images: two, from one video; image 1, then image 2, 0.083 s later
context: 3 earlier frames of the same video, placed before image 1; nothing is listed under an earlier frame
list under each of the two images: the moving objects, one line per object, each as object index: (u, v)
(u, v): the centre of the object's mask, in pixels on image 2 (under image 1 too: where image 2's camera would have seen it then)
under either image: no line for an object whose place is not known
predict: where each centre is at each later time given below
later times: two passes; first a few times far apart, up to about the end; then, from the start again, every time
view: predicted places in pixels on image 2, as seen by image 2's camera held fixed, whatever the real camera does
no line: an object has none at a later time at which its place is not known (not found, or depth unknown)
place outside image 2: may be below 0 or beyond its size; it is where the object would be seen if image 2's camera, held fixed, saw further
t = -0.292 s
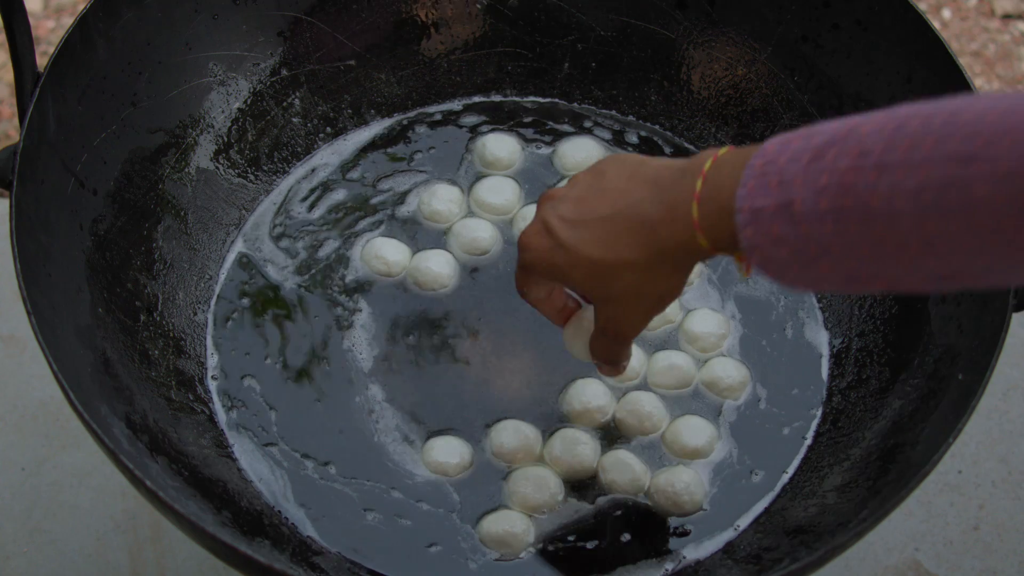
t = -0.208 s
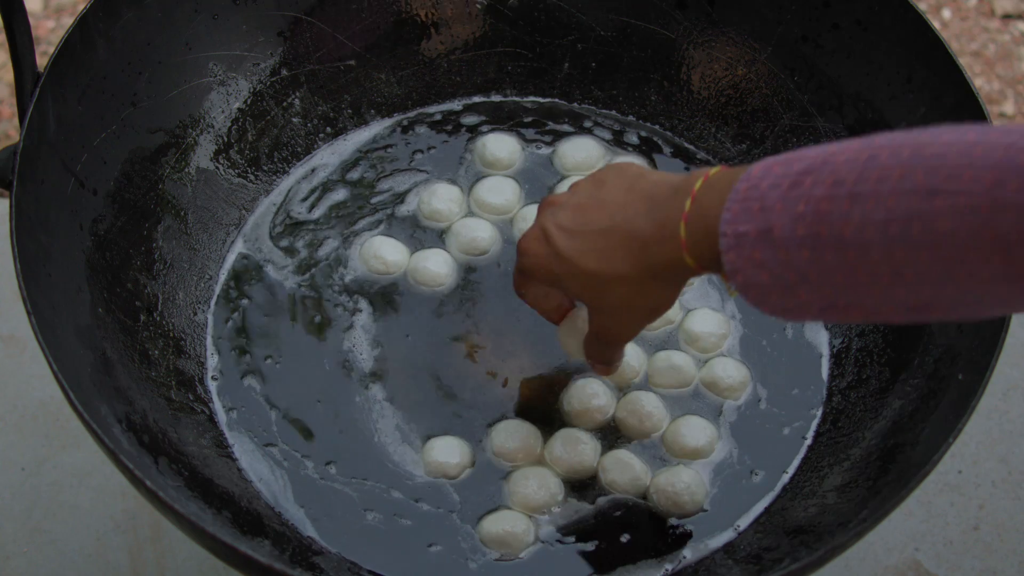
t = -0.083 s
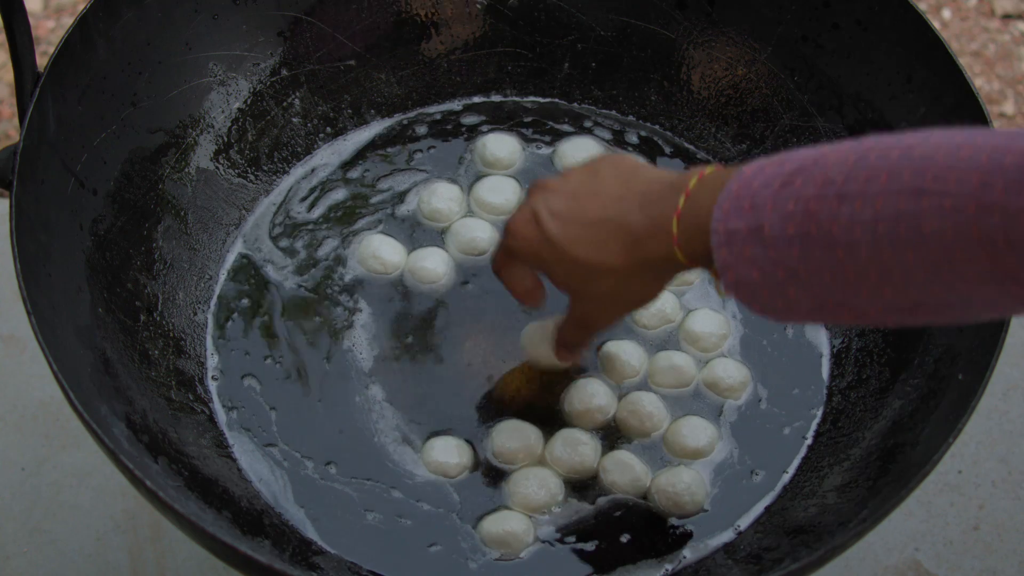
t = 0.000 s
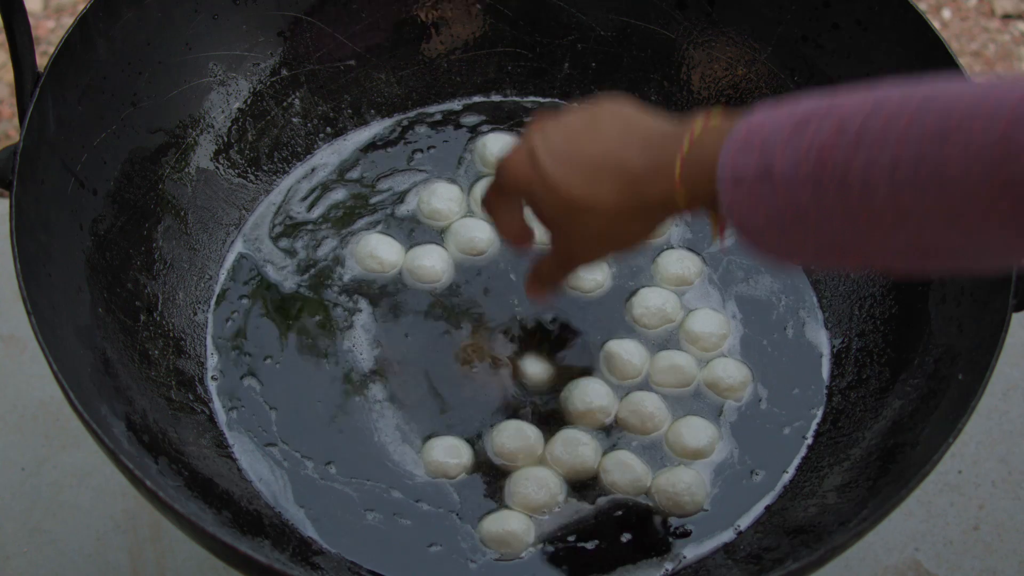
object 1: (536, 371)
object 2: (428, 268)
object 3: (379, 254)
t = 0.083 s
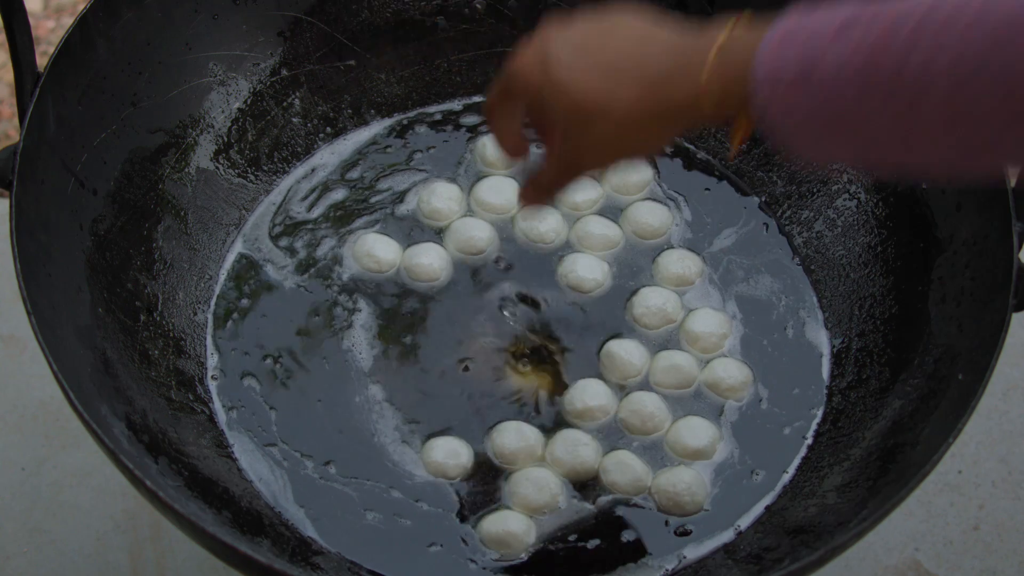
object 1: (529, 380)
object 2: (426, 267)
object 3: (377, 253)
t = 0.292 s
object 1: (501, 352)
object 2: (423, 264)
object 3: (374, 253)
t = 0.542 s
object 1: (483, 343)
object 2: (420, 262)
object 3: (370, 251)
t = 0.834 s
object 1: (470, 319)
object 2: (418, 260)
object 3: (367, 248)
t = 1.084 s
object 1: (458, 307)
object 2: (416, 259)
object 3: (367, 248)
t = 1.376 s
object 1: (443, 295)
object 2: (414, 256)
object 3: (365, 247)
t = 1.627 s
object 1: (435, 291)
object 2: (411, 250)
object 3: (361, 245)
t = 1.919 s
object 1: (426, 287)
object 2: (409, 243)
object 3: (357, 241)
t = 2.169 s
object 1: (416, 284)
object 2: (408, 239)
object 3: (357, 240)
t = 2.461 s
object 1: (405, 281)
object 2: (408, 236)
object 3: (357, 239)
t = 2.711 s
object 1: (397, 278)
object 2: (409, 234)
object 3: (358, 238)
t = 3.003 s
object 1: (388, 277)
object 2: (409, 233)
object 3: (359, 237)
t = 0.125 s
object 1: (522, 371)
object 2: (425, 266)
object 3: (376, 252)
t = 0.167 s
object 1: (520, 366)
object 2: (425, 265)
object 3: (375, 252)
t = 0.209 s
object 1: (510, 364)
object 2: (424, 265)
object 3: (375, 252)
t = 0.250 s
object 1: (508, 358)
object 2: (423, 265)
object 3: (374, 252)
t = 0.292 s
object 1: (501, 352)
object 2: (423, 264)
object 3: (374, 253)
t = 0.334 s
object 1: (499, 346)
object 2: (423, 263)
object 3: (373, 252)
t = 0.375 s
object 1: (496, 343)
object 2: (423, 263)
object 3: (373, 252)
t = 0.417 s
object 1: (494, 338)
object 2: (422, 262)
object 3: (372, 251)
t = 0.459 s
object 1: (491, 339)
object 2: (421, 261)
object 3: (371, 251)
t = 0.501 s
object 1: (486, 343)
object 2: (420, 262)
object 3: (371, 251)
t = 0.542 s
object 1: (483, 343)
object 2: (420, 262)
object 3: (370, 251)
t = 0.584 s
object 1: (481, 341)
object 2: (421, 261)
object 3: (369, 250)
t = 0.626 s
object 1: (479, 337)
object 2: (420, 260)
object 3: (369, 249)
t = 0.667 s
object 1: (477, 335)
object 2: (419, 261)
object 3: (369, 249)
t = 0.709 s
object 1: (474, 330)
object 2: (418, 260)
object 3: (368, 249)
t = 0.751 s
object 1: (473, 326)
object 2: (419, 259)
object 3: (368, 249)
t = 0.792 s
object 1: (471, 323)
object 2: (418, 260)
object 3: (367, 249)
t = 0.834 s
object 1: (470, 319)
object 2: (418, 260)
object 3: (367, 248)
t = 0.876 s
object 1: (468, 317)
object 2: (418, 259)
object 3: (368, 248)
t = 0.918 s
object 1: (466, 316)
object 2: (418, 260)
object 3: (368, 249)
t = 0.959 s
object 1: (464, 317)
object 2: (418, 259)
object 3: (367, 248)
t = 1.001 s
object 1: (462, 314)
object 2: (418, 259)
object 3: (367, 248)
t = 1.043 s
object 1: (460, 311)
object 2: (417, 259)
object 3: (367, 248)
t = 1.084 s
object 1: (458, 307)
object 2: (416, 259)
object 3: (367, 248)
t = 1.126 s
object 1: (456, 305)
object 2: (417, 259)
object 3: (367, 248)
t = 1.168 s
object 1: (454, 301)
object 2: (416, 258)
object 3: (366, 248)
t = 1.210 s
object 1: (452, 298)
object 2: (416, 258)
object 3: (366, 247)
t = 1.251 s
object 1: (450, 298)
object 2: (416, 258)
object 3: (366, 247)
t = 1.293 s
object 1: (447, 298)
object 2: (416, 257)
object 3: (366, 247)
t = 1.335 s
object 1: (444, 297)
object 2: (415, 257)
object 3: (366, 247)
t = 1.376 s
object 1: (443, 295)
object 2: (414, 256)
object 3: (365, 247)
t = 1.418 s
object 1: (441, 294)
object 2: (414, 254)
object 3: (365, 247)
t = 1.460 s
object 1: (441, 293)
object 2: (413, 253)
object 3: (363, 247)
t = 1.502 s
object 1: (439, 293)
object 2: (413, 253)
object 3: (363, 247)
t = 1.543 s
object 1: (439, 291)
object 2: (412, 251)
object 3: (362, 246)
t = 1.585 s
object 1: (437, 291)
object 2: (412, 251)
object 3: (362, 245)
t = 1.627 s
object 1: (435, 291)
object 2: (411, 250)
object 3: (361, 245)
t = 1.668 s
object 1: (434, 291)
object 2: (411, 249)
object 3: (361, 245)
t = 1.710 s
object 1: (432, 290)
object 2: (410, 248)
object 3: (360, 244)
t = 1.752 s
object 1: (431, 290)
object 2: (410, 247)
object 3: (358, 243)
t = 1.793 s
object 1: (429, 289)
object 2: (410, 246)
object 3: (358, 243)
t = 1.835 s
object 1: (428, 288)
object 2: (410, 245)
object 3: (357, 242)
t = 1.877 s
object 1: (426, 288)
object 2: (409, 244)
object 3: (357, 242)
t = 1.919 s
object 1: (426, 287)
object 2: (409, 243)
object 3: (357, 241)
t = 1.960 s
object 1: (423, 286)
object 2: (409, 242)
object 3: (357, 241)
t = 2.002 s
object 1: (422, 286)
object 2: (409, 242)
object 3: (357, 240)
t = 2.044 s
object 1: (420, 286)
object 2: (409, 241)
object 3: (357, 240)
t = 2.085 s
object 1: (419, 286)
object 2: (409, 240)
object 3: (357, 240)
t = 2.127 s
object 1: (417, 285)
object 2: (409, 240)
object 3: (357, 240)
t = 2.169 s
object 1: (416, 284)
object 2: (408, 239)
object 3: (357, 240)
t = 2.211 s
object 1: (414, 283)
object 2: (409, 238)
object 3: (357, 240)
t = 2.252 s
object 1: (412, 283)
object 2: (409, 238)
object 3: (357, 239)
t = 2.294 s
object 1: (410, 282)
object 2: (408, 237)
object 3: (358, 239)
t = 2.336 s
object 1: (409, 282)
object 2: (408, 237)
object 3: (357, 239)
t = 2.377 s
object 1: (408, 282)
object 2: (408, 236)
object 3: (357, 239)
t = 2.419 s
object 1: (406, 281)
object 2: (408, 236)
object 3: (357, 239)
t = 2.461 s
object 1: (405, 281)
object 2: (408, 236)
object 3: (357, 239)
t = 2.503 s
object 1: (403, 280)
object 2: (408, 235)
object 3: (357, 238)
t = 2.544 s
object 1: (402, 280)
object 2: (408, 235)
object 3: (358, 238)
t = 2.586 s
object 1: (401, 279)
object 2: (408, 234)
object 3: (358, 238)
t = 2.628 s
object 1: (399, 279)
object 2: (408, 234)
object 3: (358, 238)
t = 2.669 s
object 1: (398, 279)
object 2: (409, 234)
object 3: (358, 238)
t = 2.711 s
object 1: (397, 278)
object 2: (409, 234)
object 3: (358, 238)
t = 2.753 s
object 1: (396, 278)
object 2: (409, 234)
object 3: (358, 238)
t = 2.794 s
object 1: (395, 278)
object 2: (409, 233)
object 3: (359, 238)
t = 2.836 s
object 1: (393, 277)
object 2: (409, 233)
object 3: (359, 238)
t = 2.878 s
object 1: (392, 278)
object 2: (409, 233)
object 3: (359, 238)
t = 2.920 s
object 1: (391, 277)
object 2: (409, 233)
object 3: (359, 238)
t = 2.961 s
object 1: (390, 277)
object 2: (409, 233)
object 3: (359, 238)
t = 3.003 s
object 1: (388, 277)
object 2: (409, 233)
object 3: (359, 237)
